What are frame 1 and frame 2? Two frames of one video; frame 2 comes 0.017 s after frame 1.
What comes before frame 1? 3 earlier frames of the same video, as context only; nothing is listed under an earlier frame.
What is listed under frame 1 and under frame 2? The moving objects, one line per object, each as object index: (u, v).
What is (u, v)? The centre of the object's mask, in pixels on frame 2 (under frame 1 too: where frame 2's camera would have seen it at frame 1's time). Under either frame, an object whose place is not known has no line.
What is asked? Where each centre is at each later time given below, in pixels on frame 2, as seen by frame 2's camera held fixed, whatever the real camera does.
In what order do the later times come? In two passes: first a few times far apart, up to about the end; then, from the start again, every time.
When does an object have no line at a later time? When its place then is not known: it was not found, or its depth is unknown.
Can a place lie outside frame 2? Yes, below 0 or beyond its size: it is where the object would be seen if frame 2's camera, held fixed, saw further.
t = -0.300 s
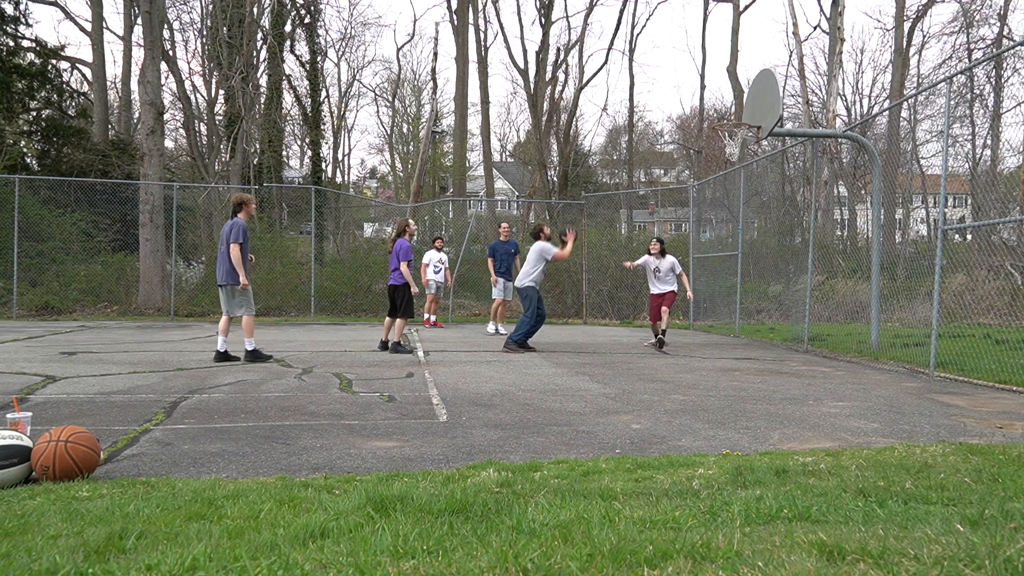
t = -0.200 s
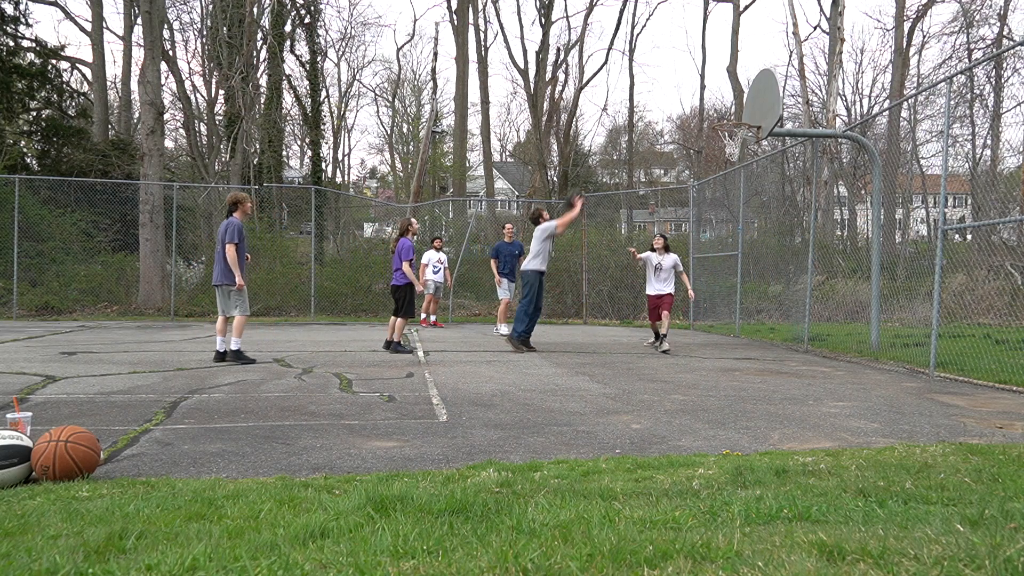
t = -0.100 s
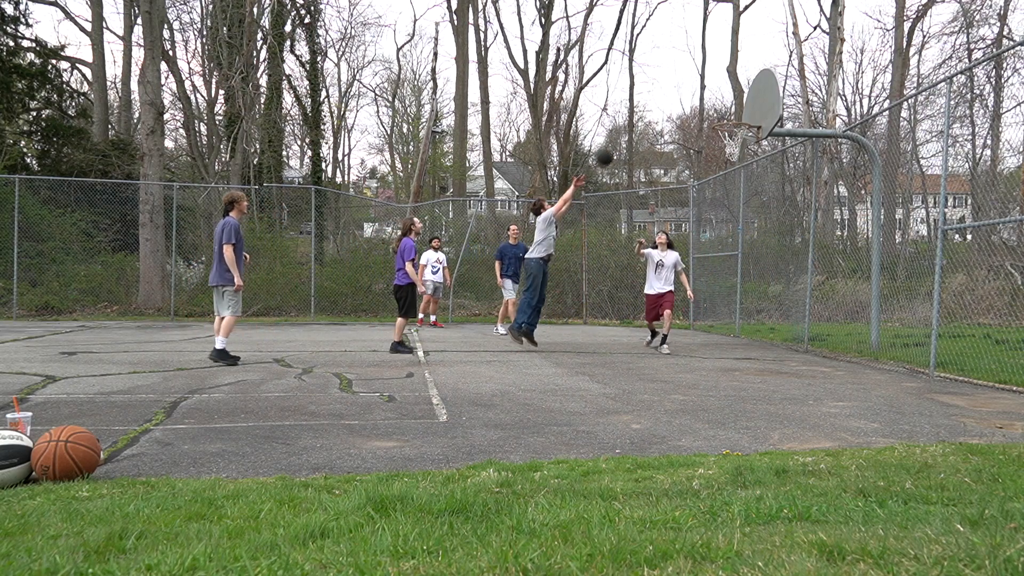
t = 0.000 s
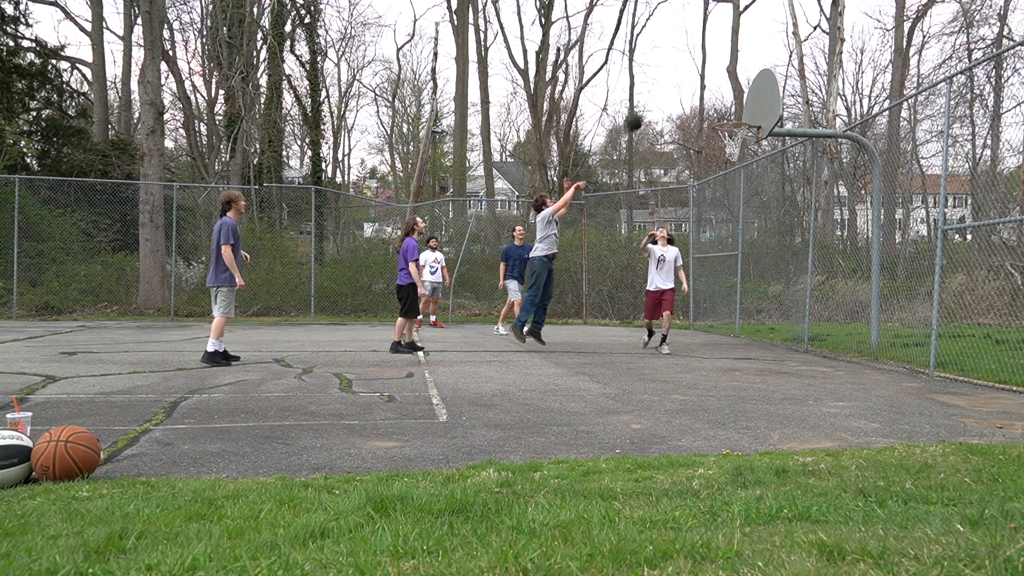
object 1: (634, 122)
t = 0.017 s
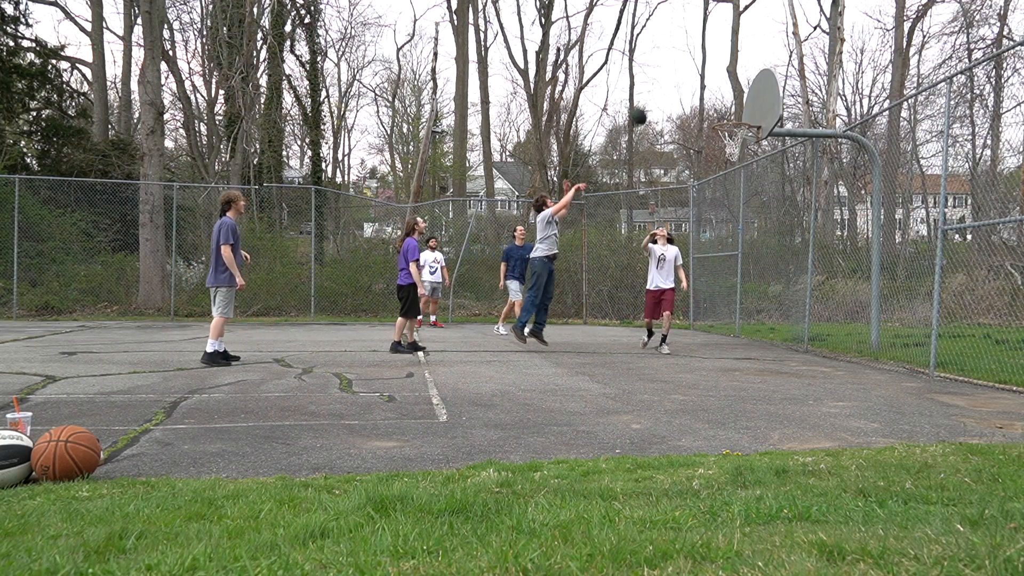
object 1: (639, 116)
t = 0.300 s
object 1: (719, 63)
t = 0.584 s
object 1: (780, 58)
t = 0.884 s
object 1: (820, 101)
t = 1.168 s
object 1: (856, 92)
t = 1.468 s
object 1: (887, 100)
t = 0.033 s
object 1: (643, 111)
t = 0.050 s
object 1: (648, 106)
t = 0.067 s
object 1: (652, 102)
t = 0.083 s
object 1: (657, 98)
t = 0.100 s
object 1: (662, 94)
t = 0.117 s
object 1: (668, 90)
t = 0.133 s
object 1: (672, 87)
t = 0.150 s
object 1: (677, 83)
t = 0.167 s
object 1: (681, 80)
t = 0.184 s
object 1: (686, 77)
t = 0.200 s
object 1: (691, 75)
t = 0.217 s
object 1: (696, 73)
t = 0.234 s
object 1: (700, 70)
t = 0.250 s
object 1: (704, 68)
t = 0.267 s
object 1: (709, 66)
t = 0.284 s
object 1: (714, 65)
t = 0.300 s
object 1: (719, 63)
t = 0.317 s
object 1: (723, 62)
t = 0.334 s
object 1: (728, 61)
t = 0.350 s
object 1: (733, 60)
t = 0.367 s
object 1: (737, 60)
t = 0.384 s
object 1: (741, 59)
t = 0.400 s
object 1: (746, 59)
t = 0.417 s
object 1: (751, 59)
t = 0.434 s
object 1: (755, 59)
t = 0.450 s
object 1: (760, 60)
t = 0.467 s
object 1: (764, 60)
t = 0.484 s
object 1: (766, 59)
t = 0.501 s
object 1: (768, 59)
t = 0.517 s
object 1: (771, 58)
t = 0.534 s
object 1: (773, 58)
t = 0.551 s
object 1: (775, 58)
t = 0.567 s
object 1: (777, 58)
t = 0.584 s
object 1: (780, 58)
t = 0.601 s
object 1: (782, 59)
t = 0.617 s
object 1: (785, 60)
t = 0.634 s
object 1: (787, 60)
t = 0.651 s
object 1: (789, 62)
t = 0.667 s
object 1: (792, 63)
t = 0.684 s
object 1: (794, 65)
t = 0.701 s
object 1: (796, 67)
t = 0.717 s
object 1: (799, 69)
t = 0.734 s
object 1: (801, 71)
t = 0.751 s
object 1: (803, 73)
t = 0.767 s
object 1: (805, 76)
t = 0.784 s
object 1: (807, 79)
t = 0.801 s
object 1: (810, 82)
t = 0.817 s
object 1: (812, 86)
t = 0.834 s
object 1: (814, 89)
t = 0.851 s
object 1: (816, 93)
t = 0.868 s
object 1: (818, 97)
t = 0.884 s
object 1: (820, 101)
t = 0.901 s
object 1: (823, 106)
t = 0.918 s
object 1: (825, 110)
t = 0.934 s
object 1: (827, 114)
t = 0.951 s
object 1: (829, 119)
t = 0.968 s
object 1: (831, 121)
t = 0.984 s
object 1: (833, 118)
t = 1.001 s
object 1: (835, 115)
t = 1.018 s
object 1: (837, 112)
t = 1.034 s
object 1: (840, 109)
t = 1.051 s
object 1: (842, 106)
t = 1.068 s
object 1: (843, 103)
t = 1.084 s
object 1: (845, 101)
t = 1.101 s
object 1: (847, 99)
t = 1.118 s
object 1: (850, 97)
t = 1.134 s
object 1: (852, 95)
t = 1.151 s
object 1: (853, 94)
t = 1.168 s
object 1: (856, 92)
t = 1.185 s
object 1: (858, 91)
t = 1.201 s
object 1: (859, 90)
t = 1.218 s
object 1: (861, 90)
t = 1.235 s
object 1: (863, 89)
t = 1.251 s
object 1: (865, 89)
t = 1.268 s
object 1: (867, 89)
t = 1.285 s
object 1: (869, 89)
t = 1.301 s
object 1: (870, 89)
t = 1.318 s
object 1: (872, 89)
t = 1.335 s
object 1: (874, 90)
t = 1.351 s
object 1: (876, 91)
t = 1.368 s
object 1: (878, 92)
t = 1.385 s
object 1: (879, 93)
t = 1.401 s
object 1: (881, 94)
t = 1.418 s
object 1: (883, 96)
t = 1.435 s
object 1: (885, 97)
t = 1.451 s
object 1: (886, 99)
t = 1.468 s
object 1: (887, 100)
